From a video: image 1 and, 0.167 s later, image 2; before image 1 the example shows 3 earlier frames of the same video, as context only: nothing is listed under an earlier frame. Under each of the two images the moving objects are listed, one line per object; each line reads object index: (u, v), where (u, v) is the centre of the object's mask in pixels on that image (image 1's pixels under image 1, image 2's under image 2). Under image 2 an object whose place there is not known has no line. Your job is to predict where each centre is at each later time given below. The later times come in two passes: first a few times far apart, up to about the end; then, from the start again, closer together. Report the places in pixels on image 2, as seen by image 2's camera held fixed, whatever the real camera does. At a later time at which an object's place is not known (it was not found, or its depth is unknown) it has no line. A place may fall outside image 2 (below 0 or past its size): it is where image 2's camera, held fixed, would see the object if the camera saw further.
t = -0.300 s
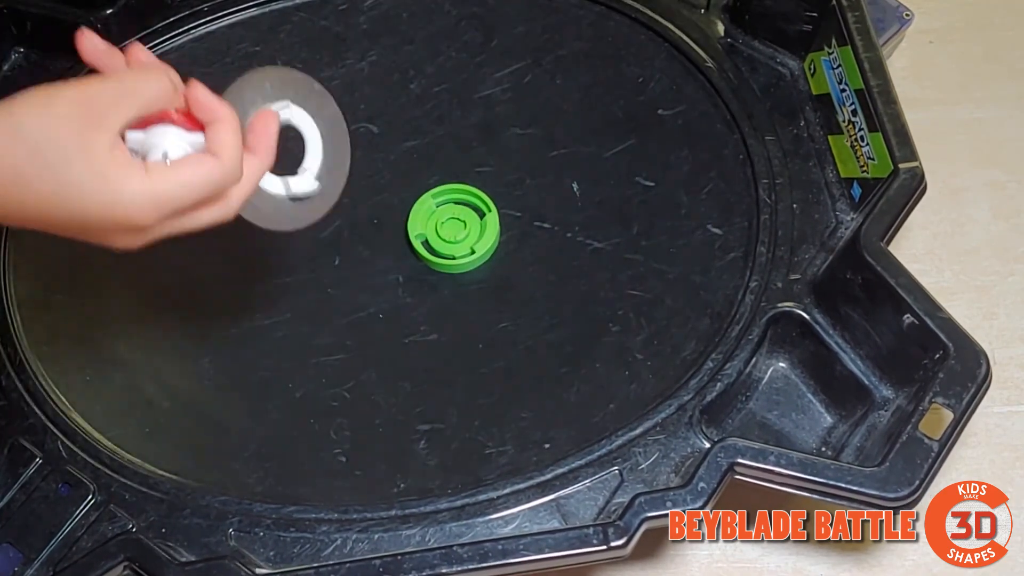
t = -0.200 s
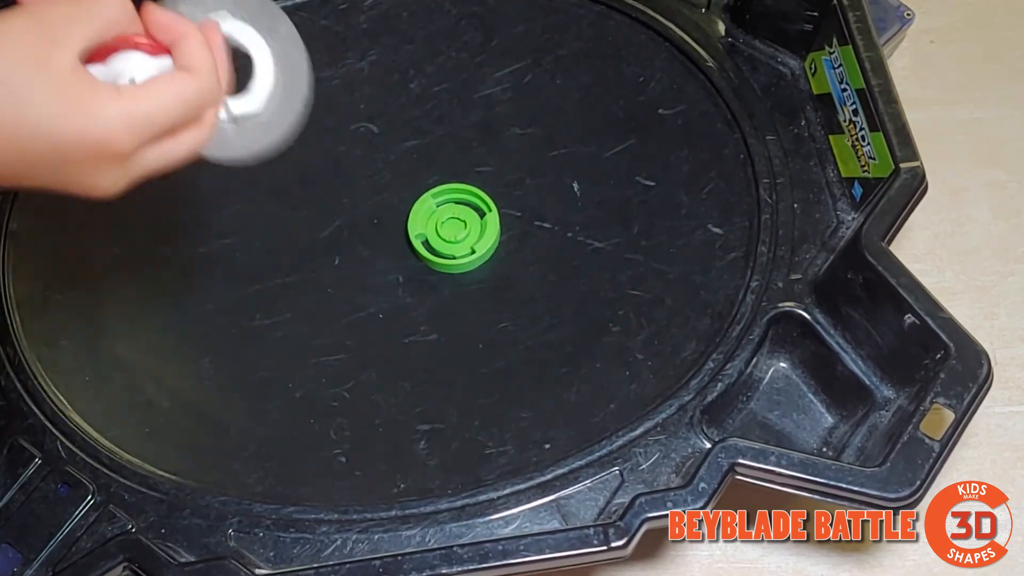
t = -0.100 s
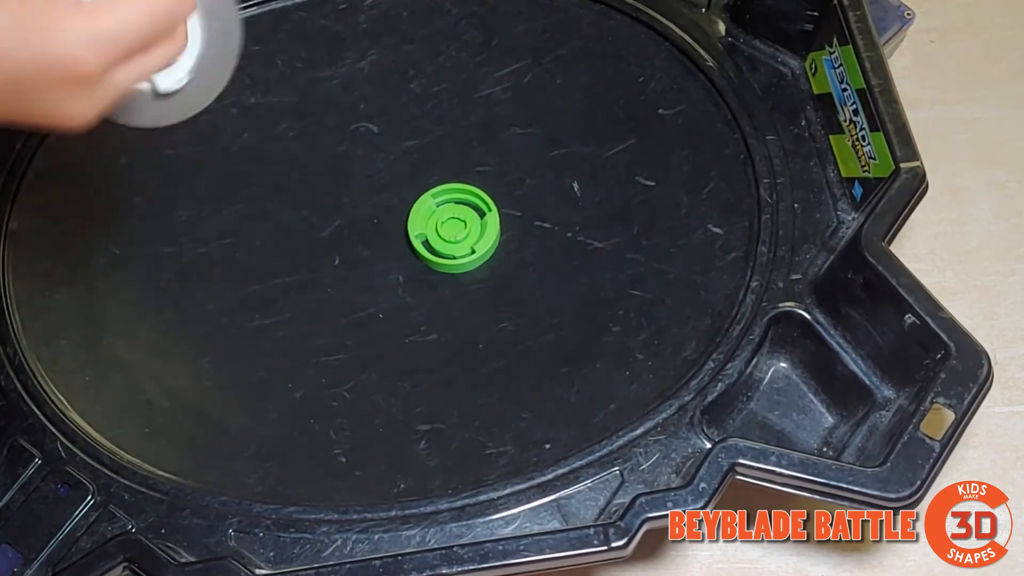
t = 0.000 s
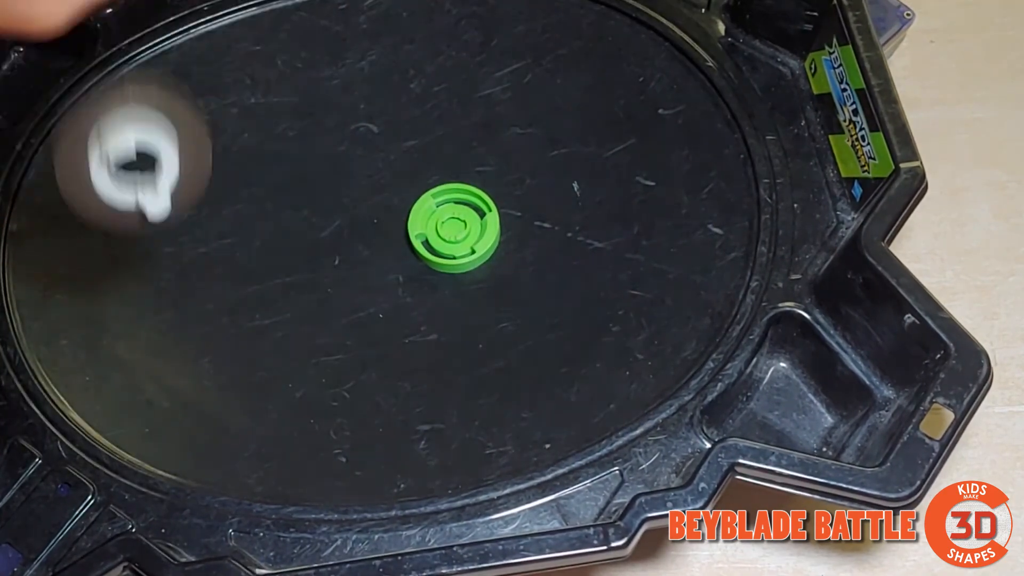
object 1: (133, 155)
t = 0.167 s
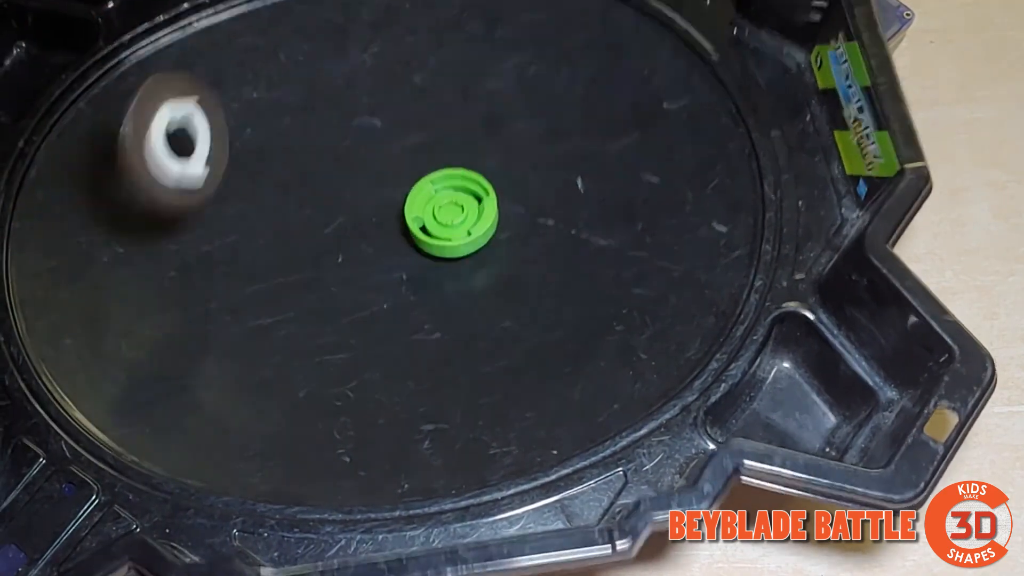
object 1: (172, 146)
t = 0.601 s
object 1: (584, 149)
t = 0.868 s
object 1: (562, 211)
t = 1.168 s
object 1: (467, 216)
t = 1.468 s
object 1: (459, 218)
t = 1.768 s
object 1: (459, 218)
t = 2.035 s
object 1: (459, 218)
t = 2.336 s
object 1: (459, 218)
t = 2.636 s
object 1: (459, 218)
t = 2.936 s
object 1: (459, 218)
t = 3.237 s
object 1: (459, 218)
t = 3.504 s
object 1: (459, 219)
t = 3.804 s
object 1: (459, 218)
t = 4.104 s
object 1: (459, 218)
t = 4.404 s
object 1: (459, 218)
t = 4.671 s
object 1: (459, 218)
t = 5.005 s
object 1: (459, 218)
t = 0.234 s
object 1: (211, 92)
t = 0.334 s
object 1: (308, 108)
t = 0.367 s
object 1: (344, 110)
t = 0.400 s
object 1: (390, 114)
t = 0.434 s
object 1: (423, 124)
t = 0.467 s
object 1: (453, 129)
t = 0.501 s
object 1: (482, 132)
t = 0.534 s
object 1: (512, 128)
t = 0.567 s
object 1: (553, 132)
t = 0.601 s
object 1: (584, 149)
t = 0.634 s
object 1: (602, 160)
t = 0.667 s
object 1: (615, 172)
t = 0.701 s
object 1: (615, 187)
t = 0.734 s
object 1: (607, 200)
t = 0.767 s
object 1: (595, 211)
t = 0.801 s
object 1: (582, 216)
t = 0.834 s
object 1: (573, 212)
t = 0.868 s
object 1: (562, 211)
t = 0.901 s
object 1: (551, 214)
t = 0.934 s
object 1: (539, 213)
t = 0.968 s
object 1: (526, 215)
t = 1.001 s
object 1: (514, 215)
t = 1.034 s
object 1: (502, 216)
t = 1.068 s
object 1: (491, 215)
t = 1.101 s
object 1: (481, 215)
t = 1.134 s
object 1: (473, 216)
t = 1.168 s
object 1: (467, 216)
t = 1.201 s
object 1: (462, 218)
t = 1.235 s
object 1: (460, 218)
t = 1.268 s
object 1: (459, 218)
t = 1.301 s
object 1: (459, 218)
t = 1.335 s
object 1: (459, 218)
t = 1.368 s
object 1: (459, 218)
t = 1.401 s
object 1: (459, 218)
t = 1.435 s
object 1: (459, 218)
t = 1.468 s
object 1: (459, 218)
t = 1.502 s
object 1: (459, 218)
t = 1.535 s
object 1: (459, 218)
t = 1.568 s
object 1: (459, 218)
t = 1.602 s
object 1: (459, 218)
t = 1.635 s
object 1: (459, 218)
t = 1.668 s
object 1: (459, 218)
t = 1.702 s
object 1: (459, 218)
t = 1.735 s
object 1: (459, 218)
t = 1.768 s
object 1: (459, 218)
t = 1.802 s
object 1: (459, 218)
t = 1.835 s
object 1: (459, 218)
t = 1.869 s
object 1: (459, 218)
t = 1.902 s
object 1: (459, 218)
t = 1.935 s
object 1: (459, 218)
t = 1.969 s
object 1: (459, 218)
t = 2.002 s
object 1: (459, 218)
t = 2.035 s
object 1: (459, 218)
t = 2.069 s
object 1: (459, 218)
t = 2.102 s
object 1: (459, 218)
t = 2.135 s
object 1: (459, 218)
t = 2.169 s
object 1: (459, 218)
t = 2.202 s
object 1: (459, 218)
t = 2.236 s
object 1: (459, 218)
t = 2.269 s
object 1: (459, 218)
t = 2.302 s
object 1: (459, 218)
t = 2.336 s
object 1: (459, 218)
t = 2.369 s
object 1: (459, 218)
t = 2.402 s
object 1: (459, 218)
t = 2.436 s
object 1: (459, 218)
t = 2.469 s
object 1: (459, 218)
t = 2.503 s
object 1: (459, 218)
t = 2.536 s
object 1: (459, 218)
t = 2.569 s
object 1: (459, 218)
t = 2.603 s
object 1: (459, 218)
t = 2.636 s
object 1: (459, 218)
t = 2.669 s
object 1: (459, 218)
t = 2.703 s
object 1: (459, 218)
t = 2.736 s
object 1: (459, 218)
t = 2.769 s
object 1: (459, 218)
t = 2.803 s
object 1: (459, 218)
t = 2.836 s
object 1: (459, 218)
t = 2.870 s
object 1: (459, 218)
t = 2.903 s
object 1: (459, 218)
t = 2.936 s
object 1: (459, 218)
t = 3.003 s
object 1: (460, 219)
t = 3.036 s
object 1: (459, 219)
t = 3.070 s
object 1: (459, 218)
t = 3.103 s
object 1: (459, 218)
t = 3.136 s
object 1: (459, 218)
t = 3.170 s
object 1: (459, 218)
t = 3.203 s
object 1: (459, 218)
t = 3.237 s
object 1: (459, 218)
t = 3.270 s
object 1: (459, 218)
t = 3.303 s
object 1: (459, 218)
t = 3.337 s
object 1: (459, 218)
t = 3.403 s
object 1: (459, 219)
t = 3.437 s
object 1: (459, 218)
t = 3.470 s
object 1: (459, 219)
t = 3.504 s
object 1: (459, 219)
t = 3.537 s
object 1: (459, 218)
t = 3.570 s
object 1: (459, 218)
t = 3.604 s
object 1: (459, 218)
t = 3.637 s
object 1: (459, 218)
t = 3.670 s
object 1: (459, 218)
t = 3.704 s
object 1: (459, 218)
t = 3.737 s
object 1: (459, 218)
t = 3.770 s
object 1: (459, 218)
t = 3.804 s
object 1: (459, 218)
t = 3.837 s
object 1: (459, 218)
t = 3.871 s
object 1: (459, 218)
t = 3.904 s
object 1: (459, 218)
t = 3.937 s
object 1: (459, 218)
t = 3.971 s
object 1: (459, 218)
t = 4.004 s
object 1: (459, 218)
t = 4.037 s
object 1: (459, 218)
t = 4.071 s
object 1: (459, 218)
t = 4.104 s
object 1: (459, 218)
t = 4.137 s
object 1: (459, 218)
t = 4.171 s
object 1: (459, 218)
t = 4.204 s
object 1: (459, 218)
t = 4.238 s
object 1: (459, 218)
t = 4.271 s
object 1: (459, 218)
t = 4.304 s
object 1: (459, 218)
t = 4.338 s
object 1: (459, 218)
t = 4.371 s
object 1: (459, 218)
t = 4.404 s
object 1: (459, 218)
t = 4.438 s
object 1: (459, 218)
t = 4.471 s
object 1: (459, 218)
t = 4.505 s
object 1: (459, 218)
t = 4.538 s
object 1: (459, 218)
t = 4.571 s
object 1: (459, 218)
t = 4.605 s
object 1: (459, 218)
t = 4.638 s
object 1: (459, 218)
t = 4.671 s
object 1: (459, 218)
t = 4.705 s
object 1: (459, 218)
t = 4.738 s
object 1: (459, 218)
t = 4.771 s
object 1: (459, 218)
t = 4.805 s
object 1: (459, 218)
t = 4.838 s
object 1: (459, 218)
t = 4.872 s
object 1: (459, 218)
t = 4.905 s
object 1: (459, 218)
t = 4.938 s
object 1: (459, 218)
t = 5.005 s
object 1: (459, 218)
